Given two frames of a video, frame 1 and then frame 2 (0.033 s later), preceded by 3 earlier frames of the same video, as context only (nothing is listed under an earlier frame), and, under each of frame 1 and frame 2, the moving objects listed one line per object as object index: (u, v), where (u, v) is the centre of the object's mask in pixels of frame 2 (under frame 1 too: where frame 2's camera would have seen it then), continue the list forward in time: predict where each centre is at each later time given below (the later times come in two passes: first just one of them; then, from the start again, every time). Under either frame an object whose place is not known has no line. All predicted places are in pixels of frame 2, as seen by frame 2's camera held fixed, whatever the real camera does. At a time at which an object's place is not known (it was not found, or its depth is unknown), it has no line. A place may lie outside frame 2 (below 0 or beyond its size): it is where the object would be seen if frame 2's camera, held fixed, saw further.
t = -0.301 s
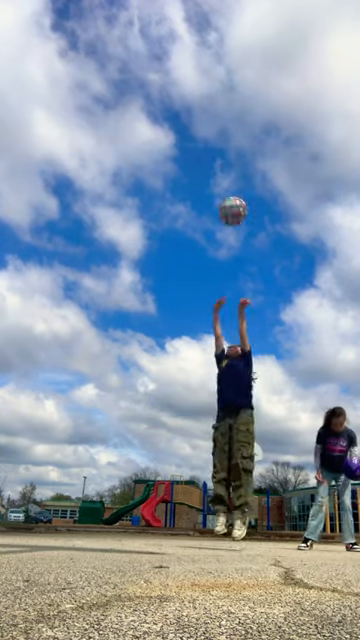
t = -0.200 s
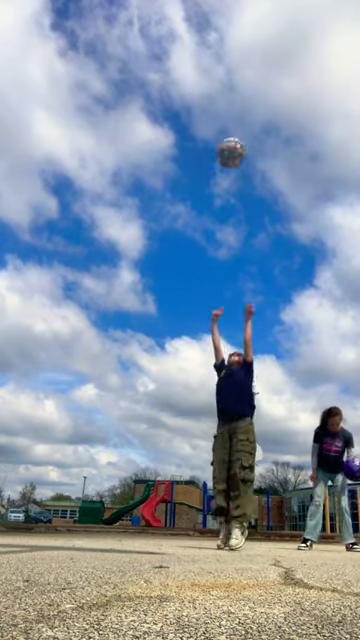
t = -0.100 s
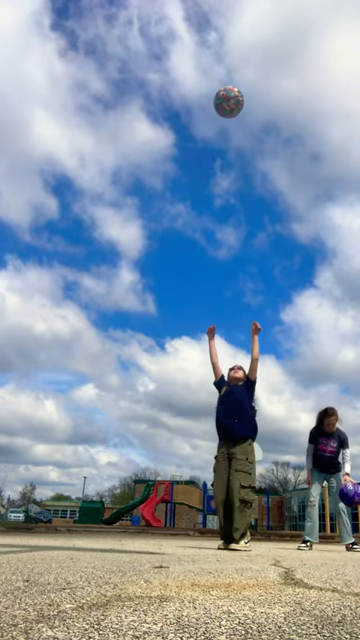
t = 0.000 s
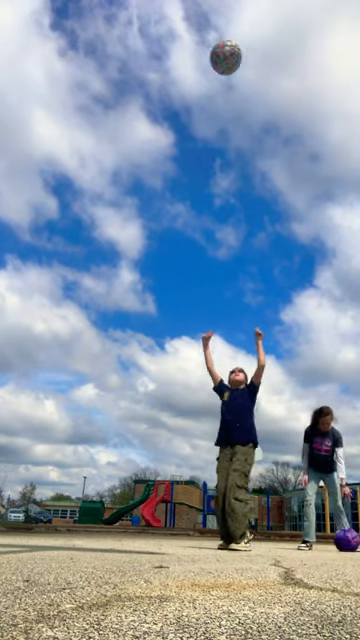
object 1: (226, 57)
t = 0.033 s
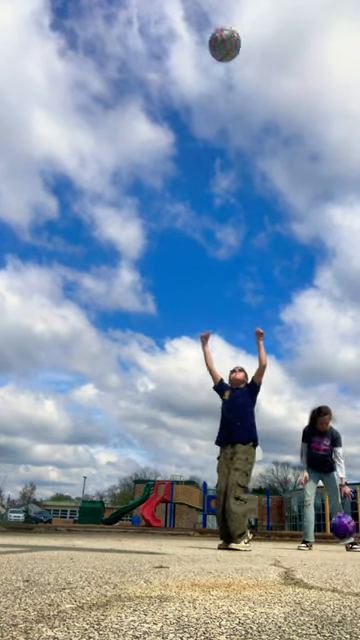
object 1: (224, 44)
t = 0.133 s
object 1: (220, 12)
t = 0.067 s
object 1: (223, 31)
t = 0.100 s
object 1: (222, 19)
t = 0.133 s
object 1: (220, 12)
